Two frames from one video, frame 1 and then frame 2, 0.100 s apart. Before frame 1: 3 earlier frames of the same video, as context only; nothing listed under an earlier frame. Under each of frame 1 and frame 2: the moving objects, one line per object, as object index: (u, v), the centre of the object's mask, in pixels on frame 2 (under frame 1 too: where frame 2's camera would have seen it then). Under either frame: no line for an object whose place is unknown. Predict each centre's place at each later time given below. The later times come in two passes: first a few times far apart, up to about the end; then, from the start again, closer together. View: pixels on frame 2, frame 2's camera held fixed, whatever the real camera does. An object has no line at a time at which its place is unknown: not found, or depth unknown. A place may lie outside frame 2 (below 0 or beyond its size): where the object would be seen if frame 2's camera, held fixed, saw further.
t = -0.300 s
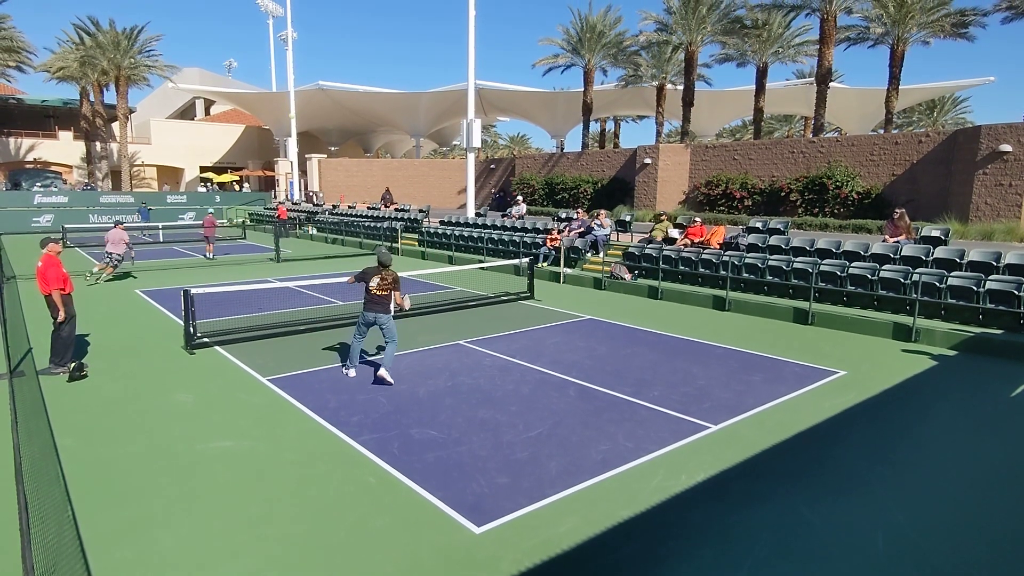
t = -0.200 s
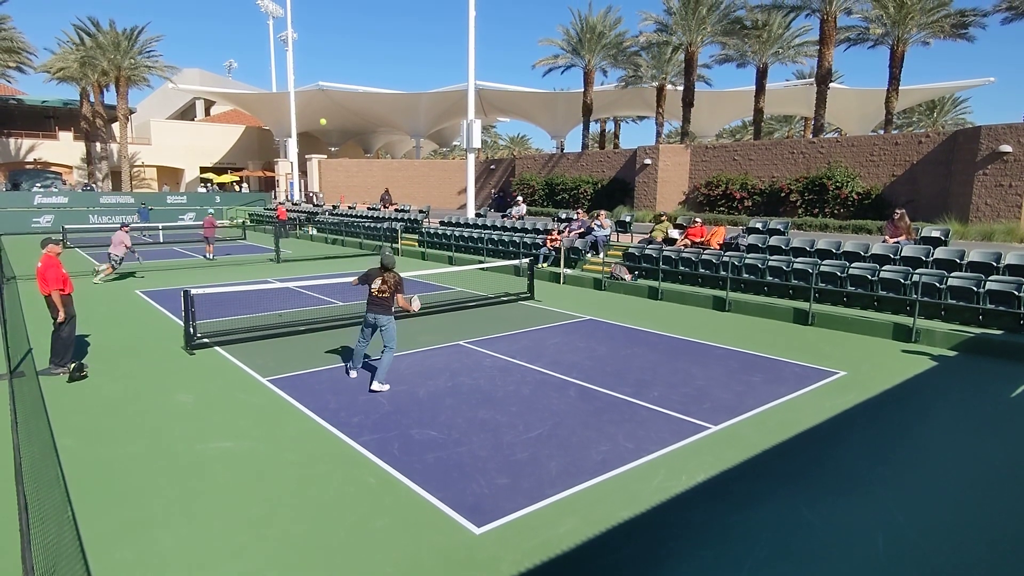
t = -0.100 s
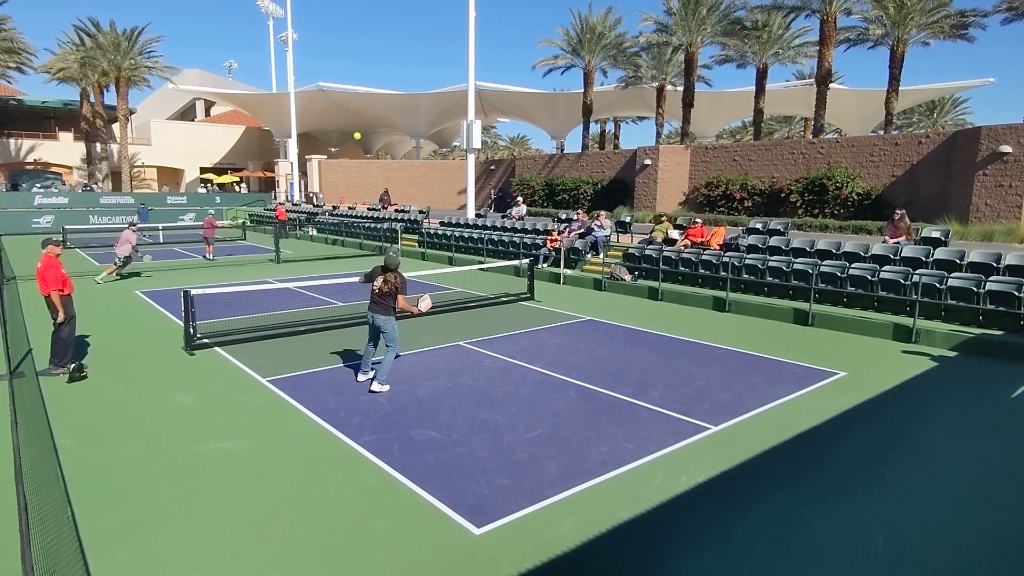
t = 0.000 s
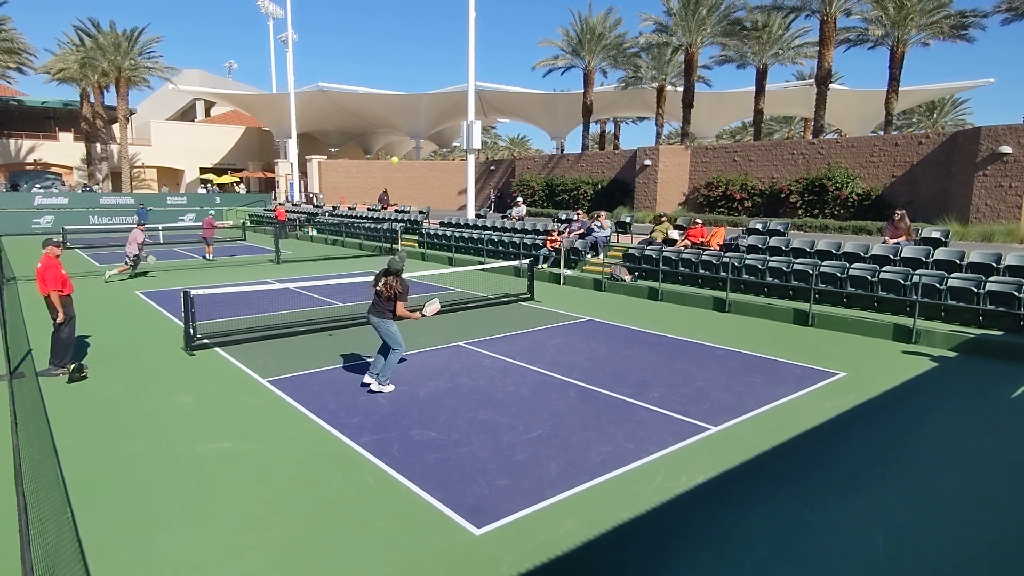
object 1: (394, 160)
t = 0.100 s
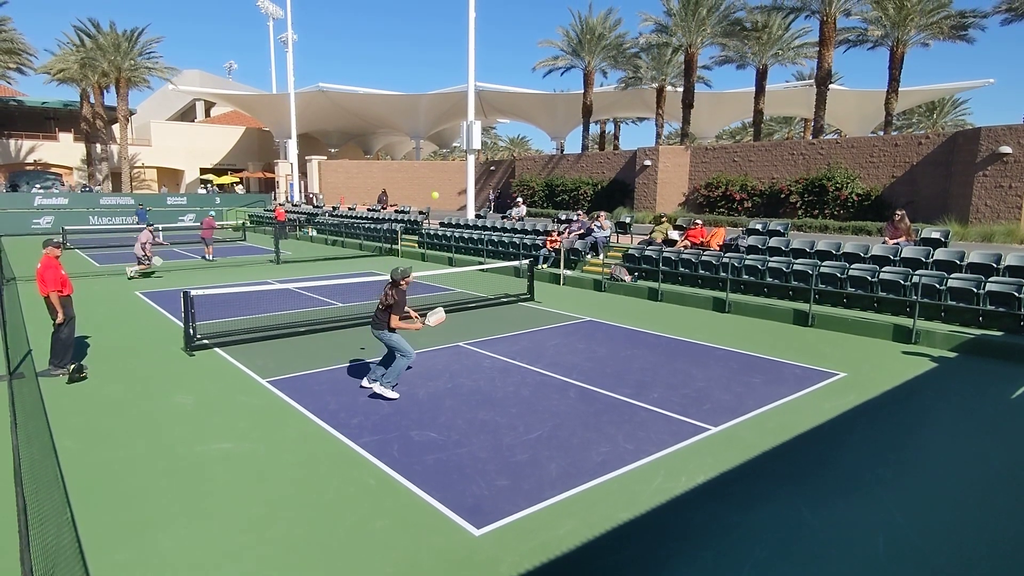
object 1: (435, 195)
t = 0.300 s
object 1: (526, 302)
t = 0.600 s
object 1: (659, 428)
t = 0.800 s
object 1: (726, 382)
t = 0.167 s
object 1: (464, 225)
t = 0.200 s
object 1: (479, 243)
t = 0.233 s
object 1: (494, 261)
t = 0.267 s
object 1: (510, 281)
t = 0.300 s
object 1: (526, 302)
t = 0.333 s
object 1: (542, 325)
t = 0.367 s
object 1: (558, 350)
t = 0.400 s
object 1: (575, 376)
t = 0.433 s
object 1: (593, 404)
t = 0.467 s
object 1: (610, 433)
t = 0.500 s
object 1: (627, 464)
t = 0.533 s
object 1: (638, 452)
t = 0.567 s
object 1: (648, 439)
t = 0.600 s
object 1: (659, 428)
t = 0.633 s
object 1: (669, 418)
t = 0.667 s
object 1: (680, 408)
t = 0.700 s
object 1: (691, 400)
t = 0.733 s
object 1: (703, 393)
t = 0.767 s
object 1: (714, 387)
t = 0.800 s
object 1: (726, 382)
